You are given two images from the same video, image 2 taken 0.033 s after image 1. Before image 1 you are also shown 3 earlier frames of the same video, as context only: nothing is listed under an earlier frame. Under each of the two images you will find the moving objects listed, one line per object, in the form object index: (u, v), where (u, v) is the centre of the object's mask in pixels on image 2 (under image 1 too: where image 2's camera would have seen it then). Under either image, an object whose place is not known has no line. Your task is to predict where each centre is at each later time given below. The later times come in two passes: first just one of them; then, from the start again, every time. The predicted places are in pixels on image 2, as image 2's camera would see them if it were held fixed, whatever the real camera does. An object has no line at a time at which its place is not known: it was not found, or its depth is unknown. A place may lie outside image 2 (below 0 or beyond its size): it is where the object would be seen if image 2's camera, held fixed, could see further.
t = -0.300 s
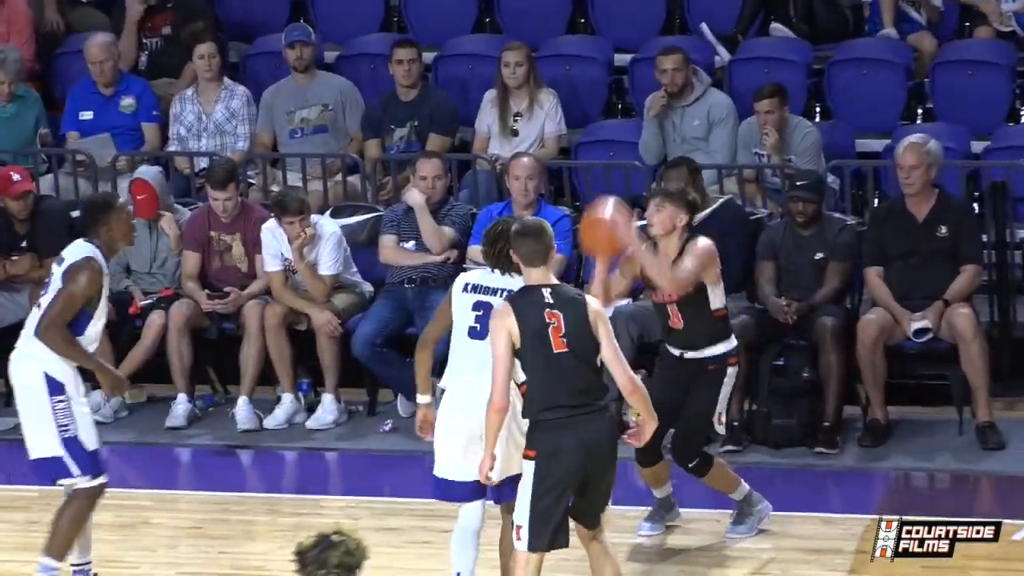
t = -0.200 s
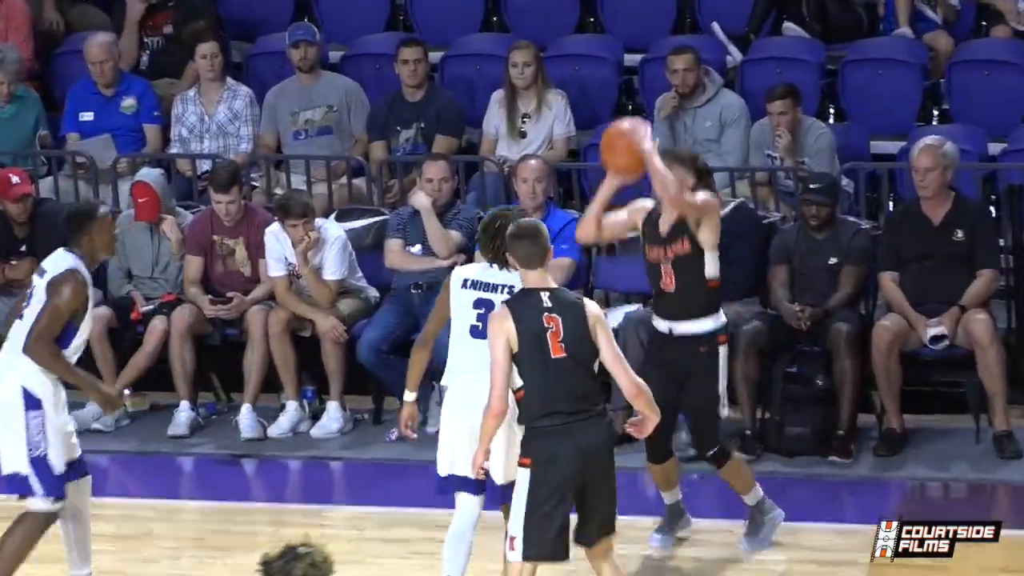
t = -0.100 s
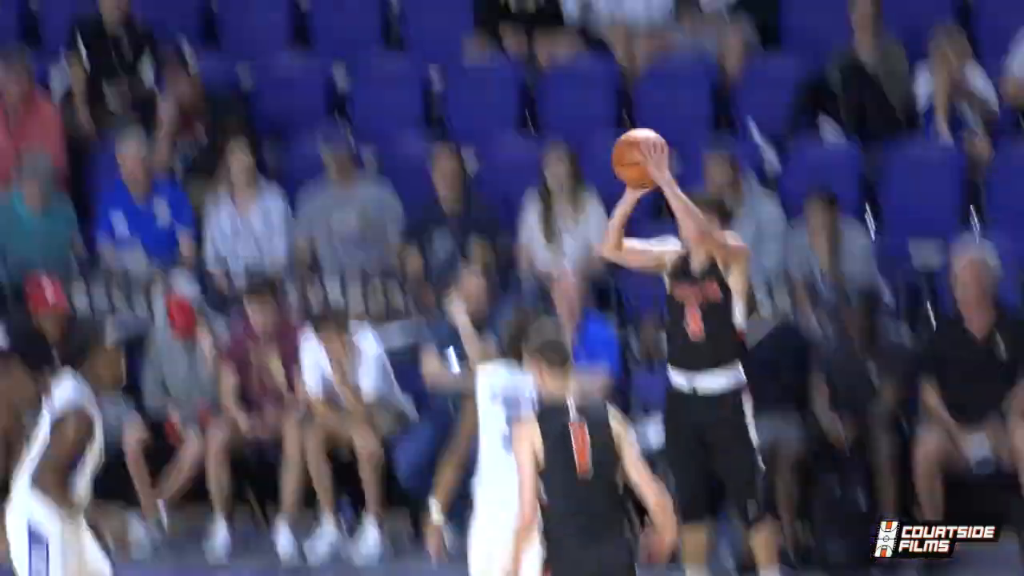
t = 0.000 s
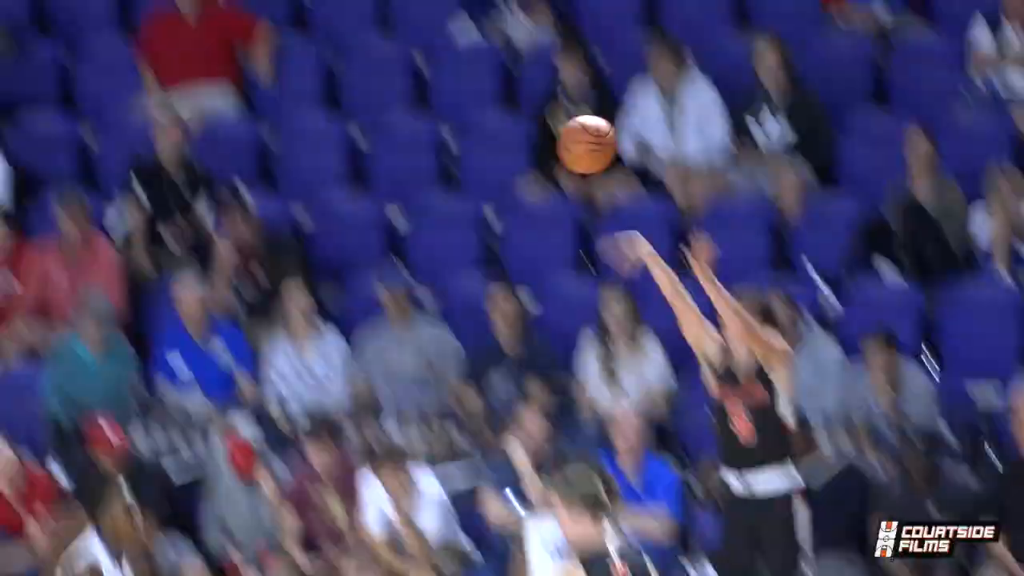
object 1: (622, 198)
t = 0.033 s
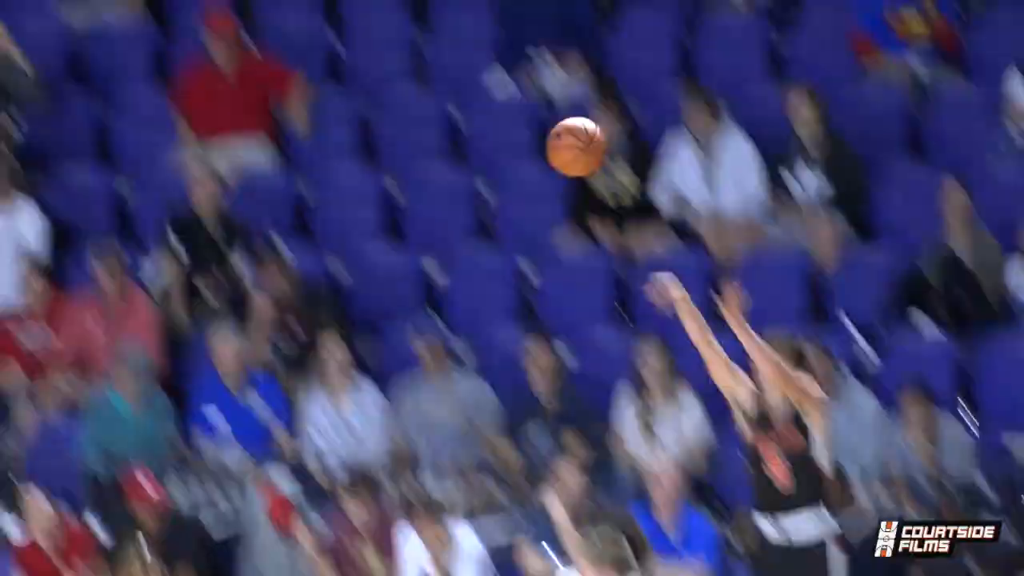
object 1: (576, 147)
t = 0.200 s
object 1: (334, -82)
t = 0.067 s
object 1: (528, 97)
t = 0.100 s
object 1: (480, 49)
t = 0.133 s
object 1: (432, 5)
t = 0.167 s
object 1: (384, -38)
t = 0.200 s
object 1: (334, -82)
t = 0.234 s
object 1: (284, -122)
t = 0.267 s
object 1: (230, -163)
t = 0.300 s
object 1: (178, -200)
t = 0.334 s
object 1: (124, -237)
